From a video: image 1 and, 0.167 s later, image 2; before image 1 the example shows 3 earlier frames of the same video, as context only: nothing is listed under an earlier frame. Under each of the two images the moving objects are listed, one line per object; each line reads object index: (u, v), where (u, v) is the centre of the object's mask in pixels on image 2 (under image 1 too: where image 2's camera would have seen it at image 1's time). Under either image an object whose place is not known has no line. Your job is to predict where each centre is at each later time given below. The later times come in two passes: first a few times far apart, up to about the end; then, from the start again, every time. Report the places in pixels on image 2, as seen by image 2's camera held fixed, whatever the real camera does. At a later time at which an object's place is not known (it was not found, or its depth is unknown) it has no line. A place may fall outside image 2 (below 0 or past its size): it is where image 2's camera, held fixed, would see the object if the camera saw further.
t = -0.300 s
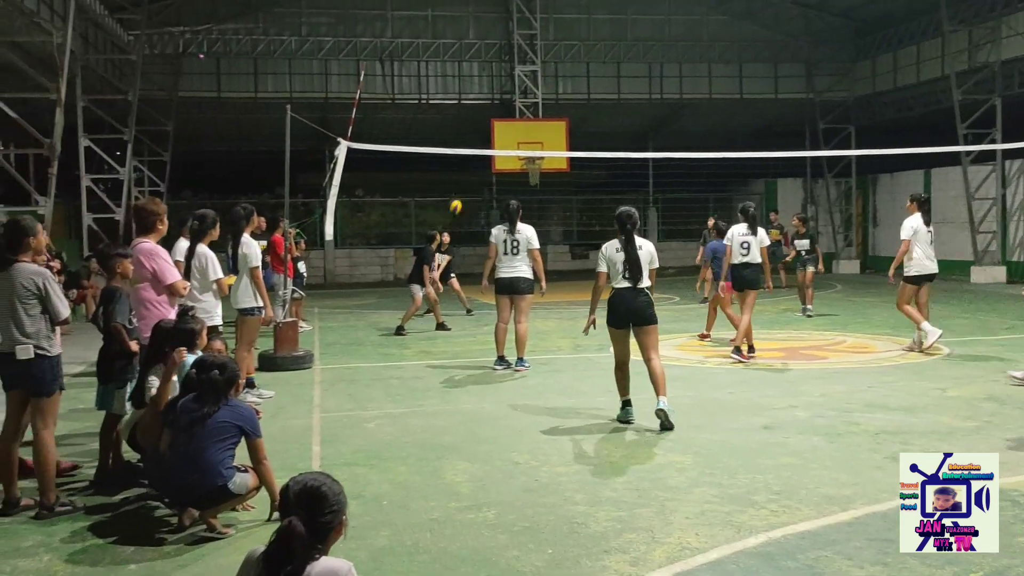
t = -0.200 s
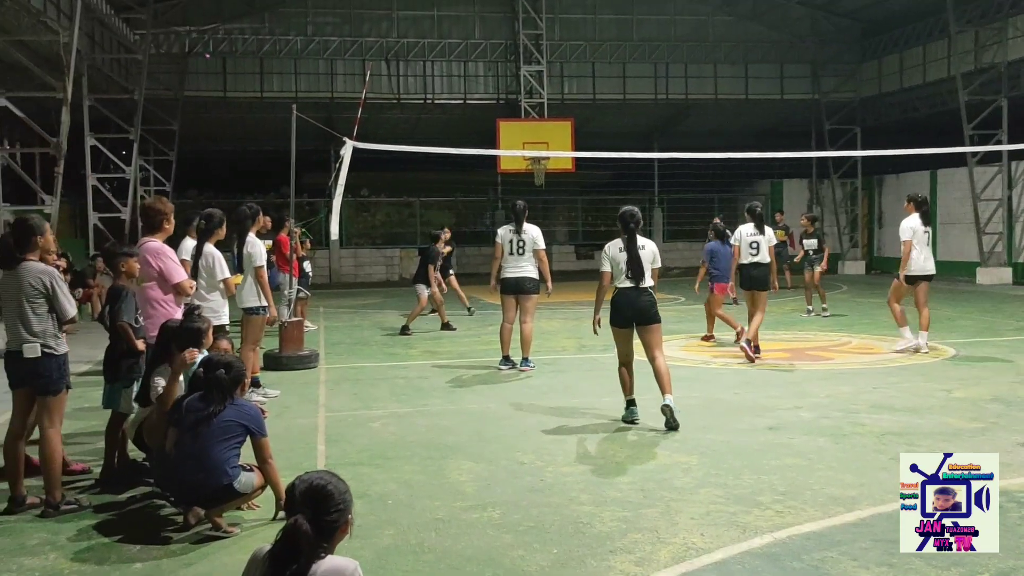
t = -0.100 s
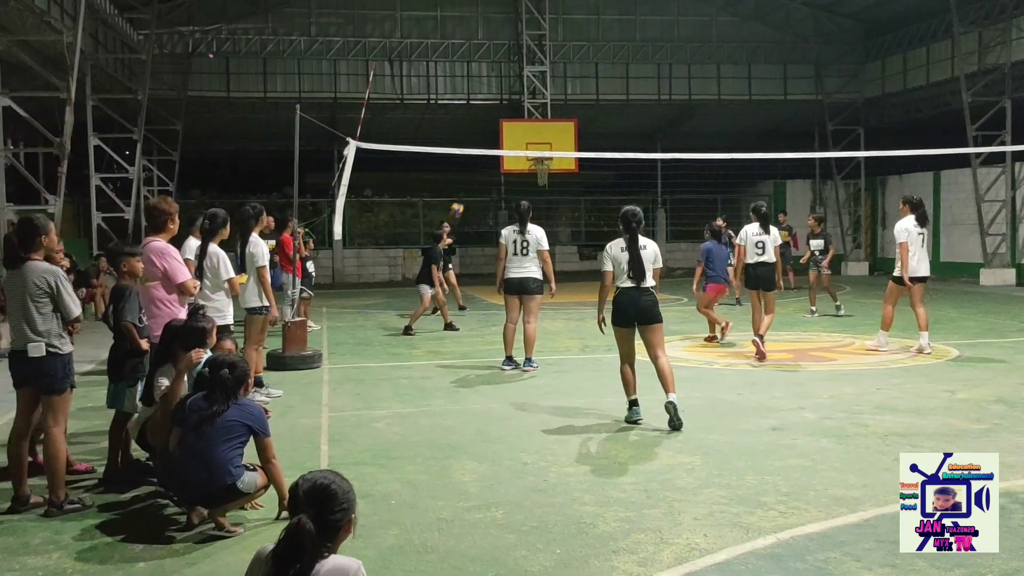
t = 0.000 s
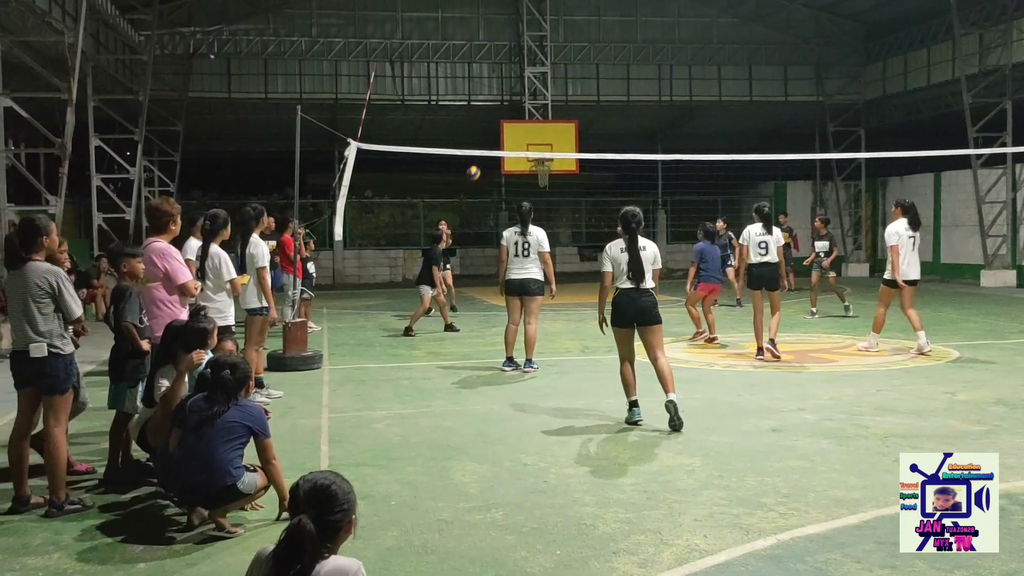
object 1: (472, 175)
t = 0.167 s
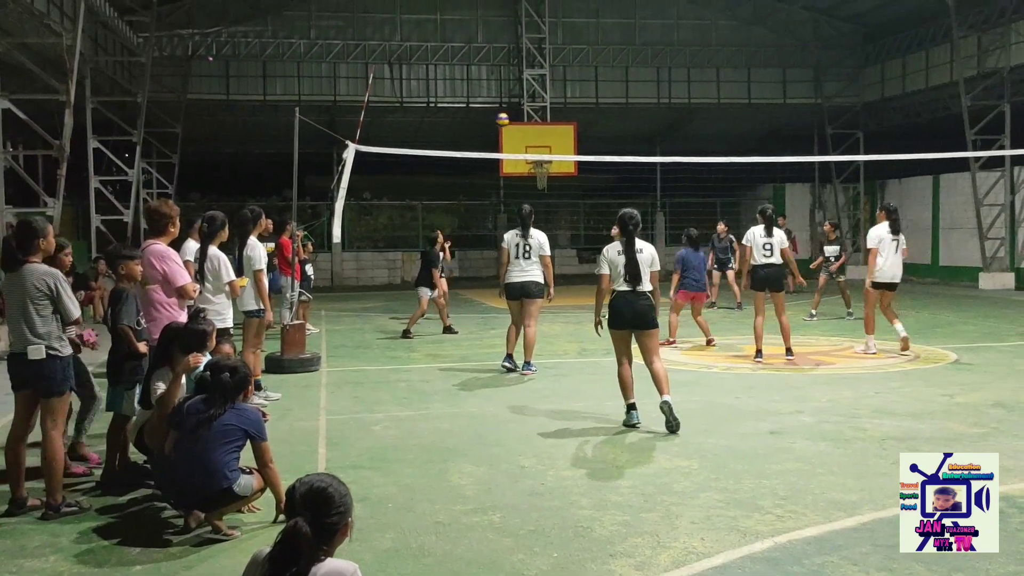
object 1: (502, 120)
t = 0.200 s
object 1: (505, 115)
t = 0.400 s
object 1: (539, 81)
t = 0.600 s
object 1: (575, 71)
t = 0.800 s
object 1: (612, 89)
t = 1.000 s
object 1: (650, 138)
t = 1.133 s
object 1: (675, 187)
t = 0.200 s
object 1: (505, 115)
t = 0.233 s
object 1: (511, 108)
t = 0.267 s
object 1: (516, 101)
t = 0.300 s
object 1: (522, 95)
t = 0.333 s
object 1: (528, 90)
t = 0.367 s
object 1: (535, 84)
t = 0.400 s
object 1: (539, 81)
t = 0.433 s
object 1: (548, 75)
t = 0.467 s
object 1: (551, 74)
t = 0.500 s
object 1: (557, 72)
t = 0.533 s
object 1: (564, 70)
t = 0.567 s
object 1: (569, 70)
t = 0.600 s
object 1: (575, 71)
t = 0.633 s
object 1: (581, 72)
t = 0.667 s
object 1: (587, 74)
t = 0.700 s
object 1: (594, 77)
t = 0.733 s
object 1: (600, 80)
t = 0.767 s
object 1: (606, 84)
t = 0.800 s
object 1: (612, 89)
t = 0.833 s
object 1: (619, 96)
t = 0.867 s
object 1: (625, 103)
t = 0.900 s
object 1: (631, 110)
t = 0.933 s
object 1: (637, 119)
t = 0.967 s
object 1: (644, 128)
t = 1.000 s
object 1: (650, 138)
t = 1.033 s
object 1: (656, 149)
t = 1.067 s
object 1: (662, 163)
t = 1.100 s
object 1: (669, 174)
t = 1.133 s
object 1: (675, 187)
